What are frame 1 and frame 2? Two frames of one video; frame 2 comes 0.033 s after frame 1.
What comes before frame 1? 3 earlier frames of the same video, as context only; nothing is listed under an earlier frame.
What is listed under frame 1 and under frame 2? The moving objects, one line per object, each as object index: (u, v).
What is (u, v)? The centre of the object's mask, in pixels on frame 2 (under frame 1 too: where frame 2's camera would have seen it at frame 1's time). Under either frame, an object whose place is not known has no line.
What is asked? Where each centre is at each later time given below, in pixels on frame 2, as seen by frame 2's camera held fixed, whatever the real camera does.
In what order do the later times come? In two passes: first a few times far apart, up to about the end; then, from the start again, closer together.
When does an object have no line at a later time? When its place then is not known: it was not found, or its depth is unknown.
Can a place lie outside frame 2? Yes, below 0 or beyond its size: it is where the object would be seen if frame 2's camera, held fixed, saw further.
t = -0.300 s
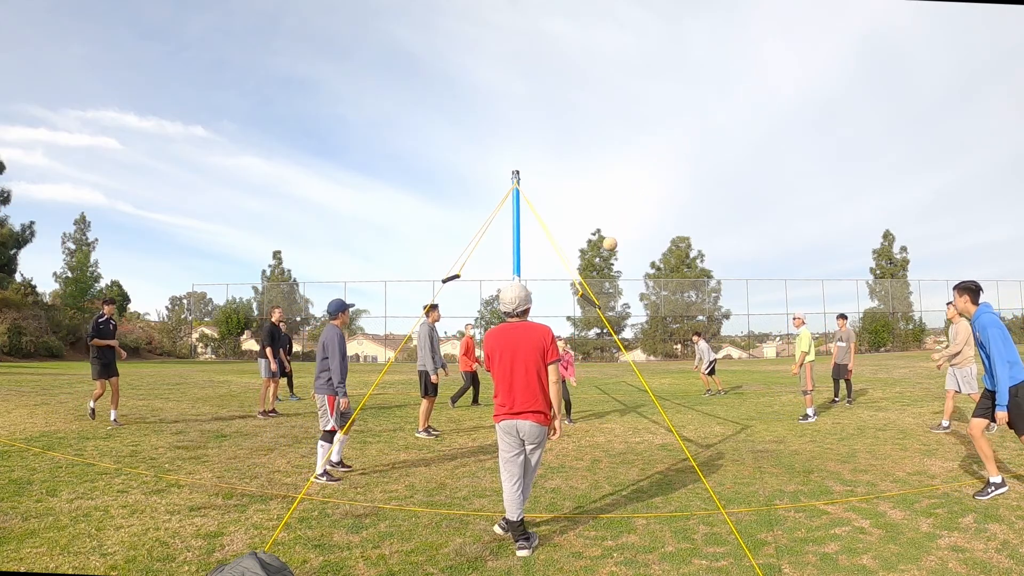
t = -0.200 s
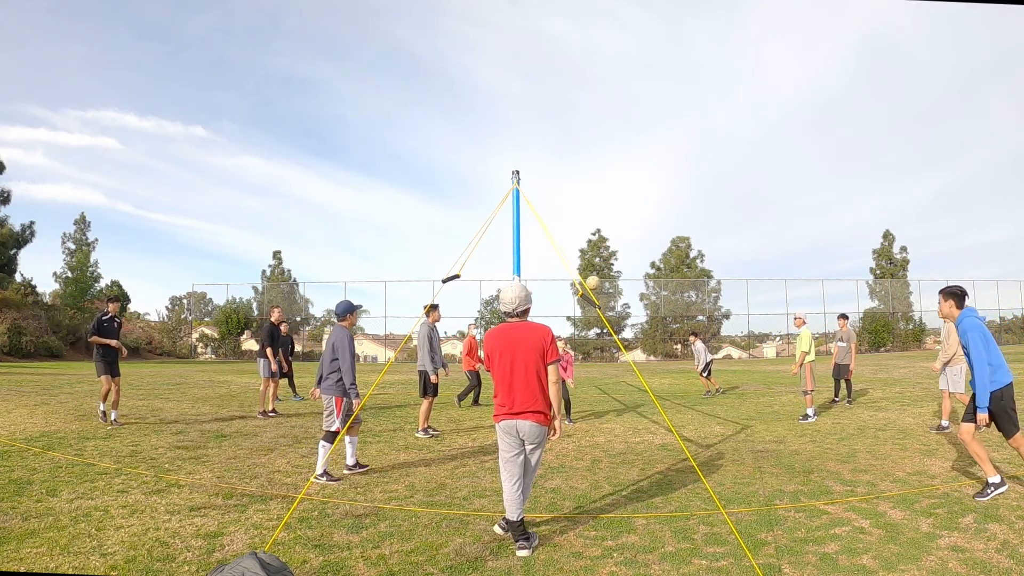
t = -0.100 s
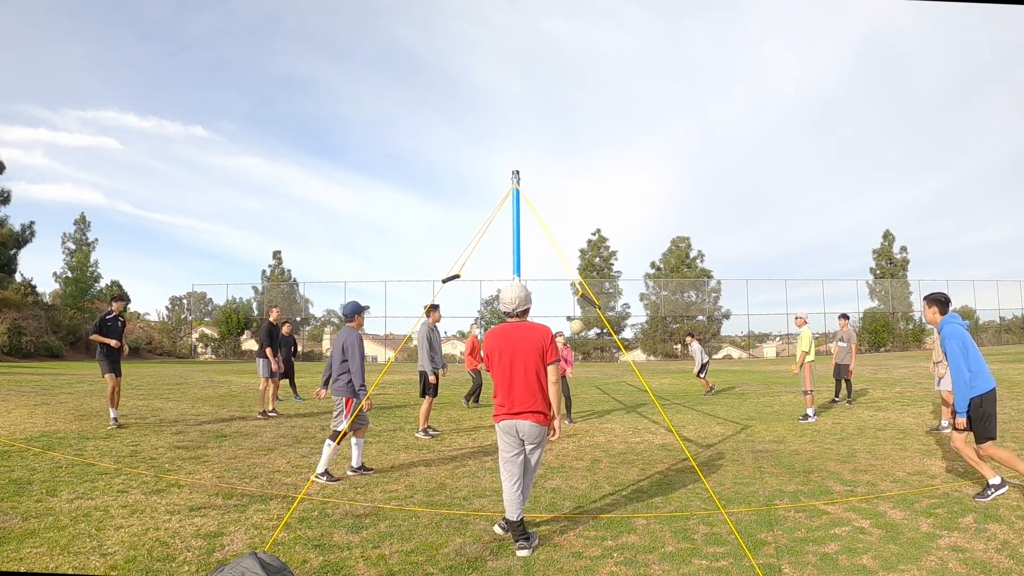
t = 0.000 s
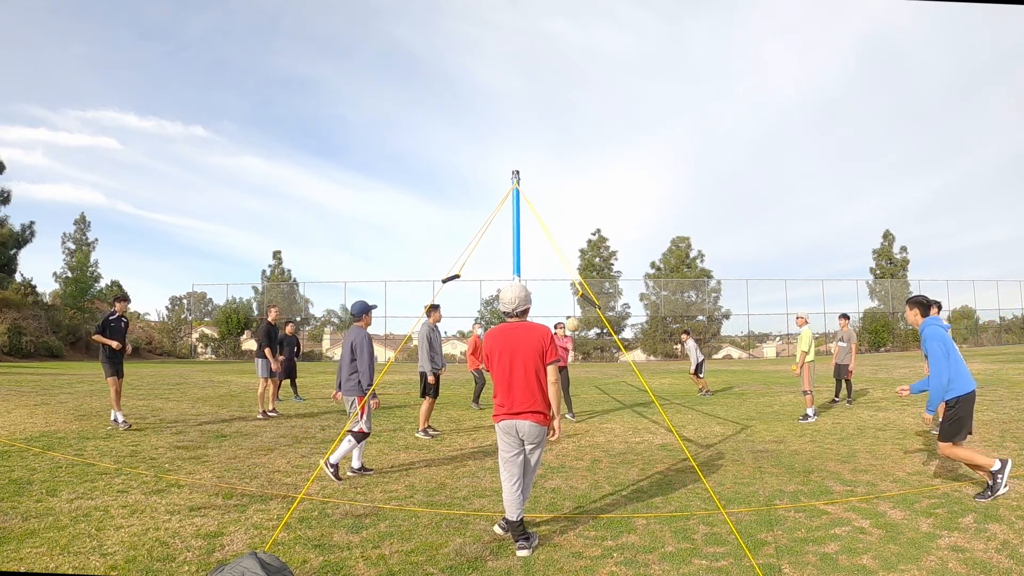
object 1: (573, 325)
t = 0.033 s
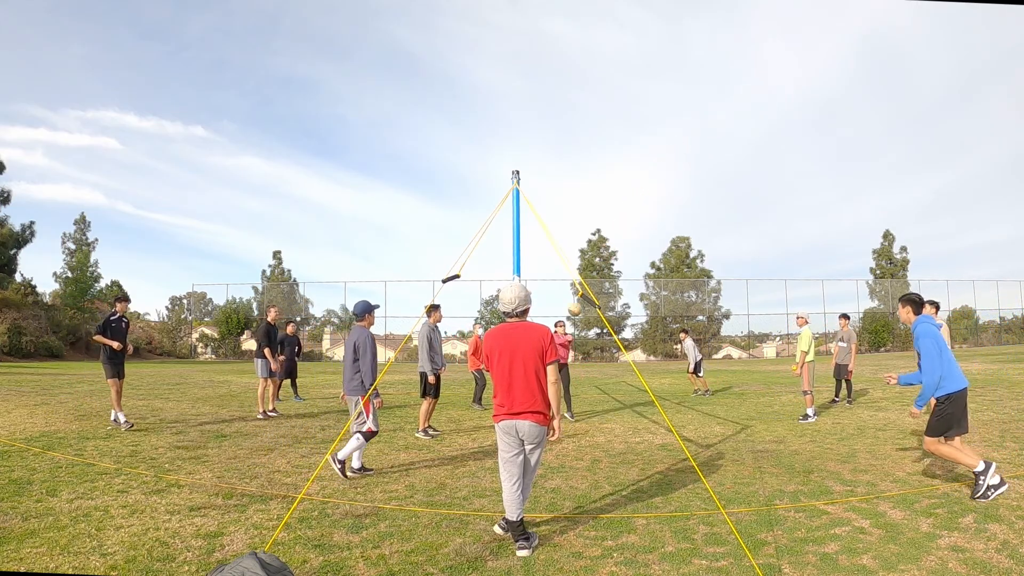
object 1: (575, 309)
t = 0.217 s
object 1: (588, 237)
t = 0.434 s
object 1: (604, 176)
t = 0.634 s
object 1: (620, 147)
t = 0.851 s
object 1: (640, 143)
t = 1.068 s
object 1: (663, 168)
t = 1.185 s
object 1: (677, 196)
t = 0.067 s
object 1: (575, 295)
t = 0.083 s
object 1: (577, 287)
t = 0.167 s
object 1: (584, 254)
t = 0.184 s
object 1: (585, 248)
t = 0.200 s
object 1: (587, 242)
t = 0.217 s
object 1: (588, 237)
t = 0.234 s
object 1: (589, 231)
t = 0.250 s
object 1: (590, 225)
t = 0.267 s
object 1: (592, 220)
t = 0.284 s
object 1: (593, 215)
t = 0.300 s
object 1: (594, 210)
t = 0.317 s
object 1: (595, 205)
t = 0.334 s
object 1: (597, 200)
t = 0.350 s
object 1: (598, 196)
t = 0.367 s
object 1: (599, 192)
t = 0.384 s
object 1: (600, 188)
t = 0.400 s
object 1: (602, 184)
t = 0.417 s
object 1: (603, 180)
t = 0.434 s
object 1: (604, 176)
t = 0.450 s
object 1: (605, 173)
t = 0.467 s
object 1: (607, 170)
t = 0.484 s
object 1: (608, 168)
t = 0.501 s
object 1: (609, 165)
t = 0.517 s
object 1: (611, 162)
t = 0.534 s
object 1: (612, 159)
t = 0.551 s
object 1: (613, 157)
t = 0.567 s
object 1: (615, 155)
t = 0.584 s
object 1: (616, 152)
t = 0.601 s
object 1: (617, 151)
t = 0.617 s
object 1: (619, 149)
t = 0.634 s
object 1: (620, 147)
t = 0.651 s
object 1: (622, 146)
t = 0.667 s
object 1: (623, 145)
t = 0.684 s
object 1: (625, 144)
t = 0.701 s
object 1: (626, 143)
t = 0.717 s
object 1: (628, 142)
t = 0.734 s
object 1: (629, 141)
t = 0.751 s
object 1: (631, 141)
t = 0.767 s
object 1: (632, 141)
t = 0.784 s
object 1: (634, 141)
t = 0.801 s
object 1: (635, 141)
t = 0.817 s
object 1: (637, 141)
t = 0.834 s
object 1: (639, 142)
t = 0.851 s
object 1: (640, 143)
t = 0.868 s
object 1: (642, 143)
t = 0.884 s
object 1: (643, 144)
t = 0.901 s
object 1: (645, 146)
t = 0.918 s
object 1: (647, 147)
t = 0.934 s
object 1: (649, 148)
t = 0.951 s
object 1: (650, 151)
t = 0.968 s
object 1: (652, 152)
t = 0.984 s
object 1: (654, 154)
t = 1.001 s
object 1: (656, 157)
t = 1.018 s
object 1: (657, 160)
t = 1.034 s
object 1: (659, 162)
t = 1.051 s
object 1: (661, 165)
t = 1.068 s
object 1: (663, 168)
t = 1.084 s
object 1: (665, 171)
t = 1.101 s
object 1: (667, 175)
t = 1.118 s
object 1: (669, 179)
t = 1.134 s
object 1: (671, 183)
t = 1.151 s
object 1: (673, 187)
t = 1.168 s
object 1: (675, 192)
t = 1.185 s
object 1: (677, 196)
